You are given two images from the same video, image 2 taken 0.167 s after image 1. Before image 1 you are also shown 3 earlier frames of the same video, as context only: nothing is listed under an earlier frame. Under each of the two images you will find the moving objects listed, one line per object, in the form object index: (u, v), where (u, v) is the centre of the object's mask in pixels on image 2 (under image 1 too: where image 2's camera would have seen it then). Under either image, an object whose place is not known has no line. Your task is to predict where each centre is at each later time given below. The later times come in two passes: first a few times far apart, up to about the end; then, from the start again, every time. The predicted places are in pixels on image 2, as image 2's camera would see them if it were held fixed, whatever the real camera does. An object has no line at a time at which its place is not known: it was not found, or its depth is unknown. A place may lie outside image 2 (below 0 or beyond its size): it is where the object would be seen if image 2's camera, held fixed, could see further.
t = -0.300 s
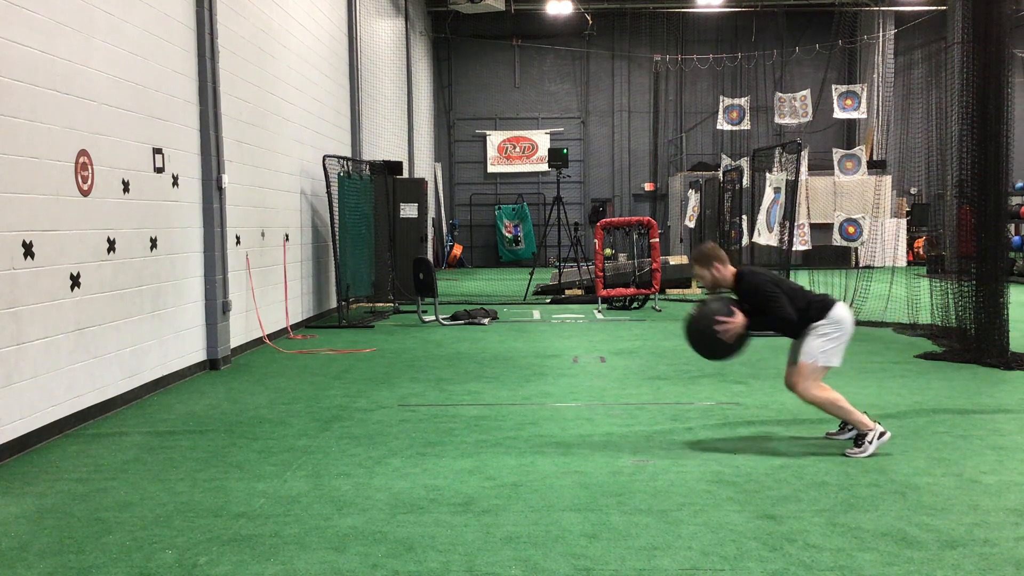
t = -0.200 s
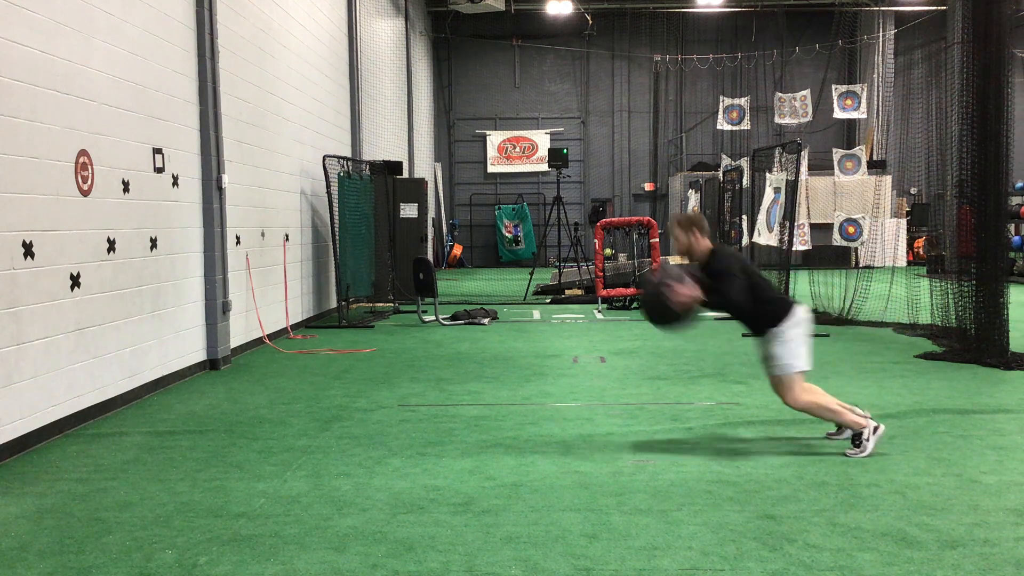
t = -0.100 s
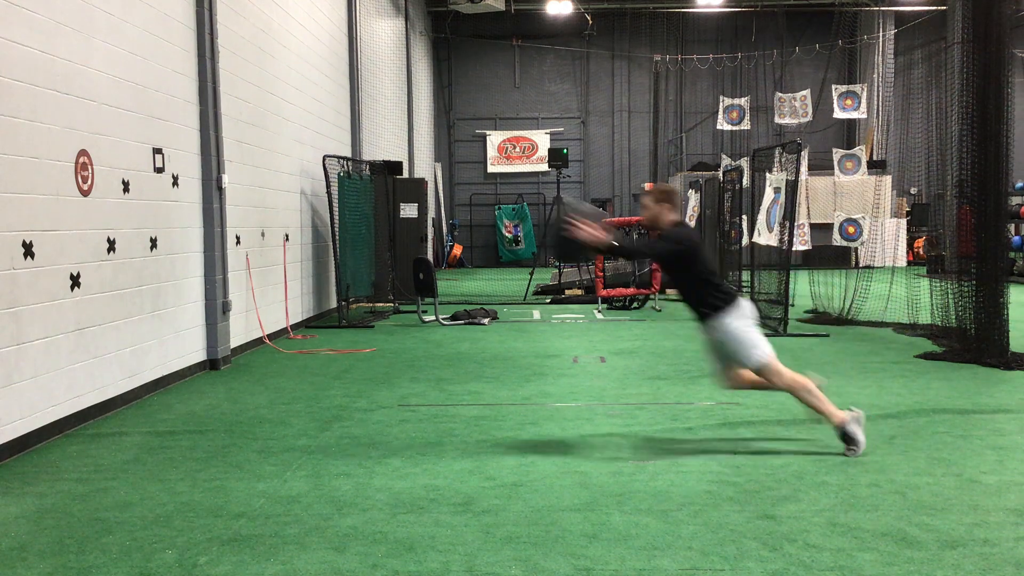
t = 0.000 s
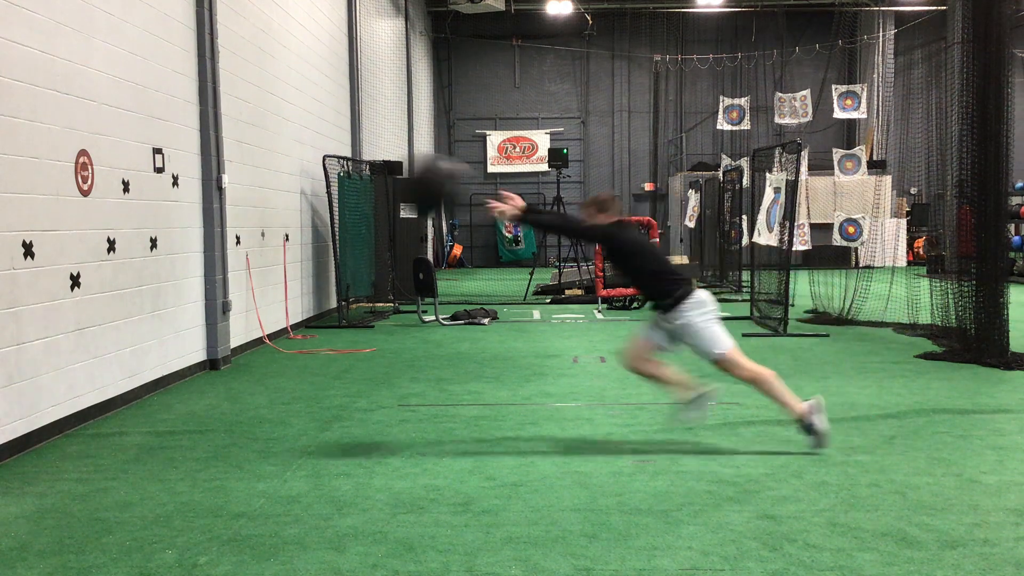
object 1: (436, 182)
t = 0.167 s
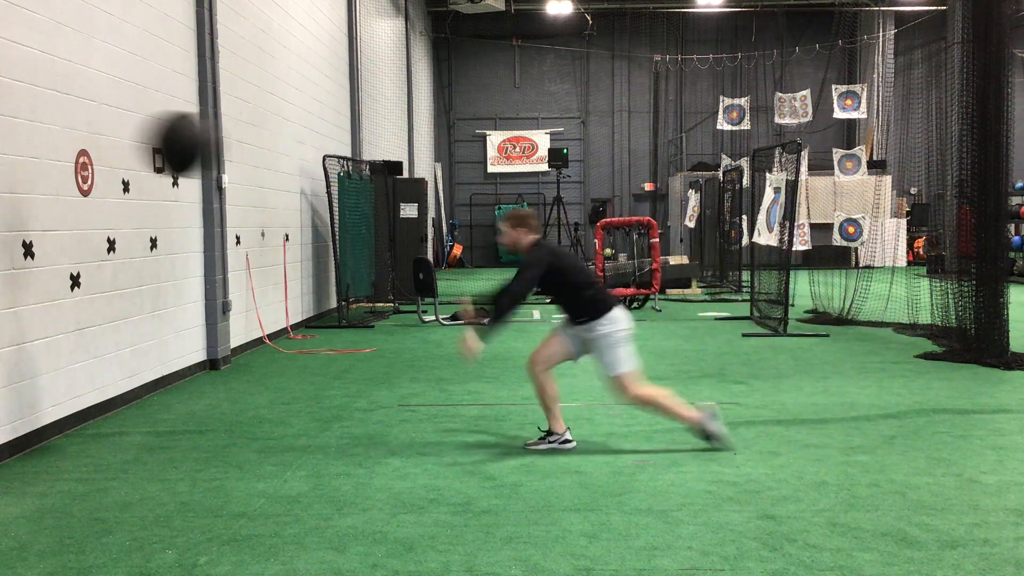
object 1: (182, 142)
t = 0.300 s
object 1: (53, 147)
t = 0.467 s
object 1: (176, 203)
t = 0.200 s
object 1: (130, 140)
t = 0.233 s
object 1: (80, 139)
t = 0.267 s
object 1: (34, 143)
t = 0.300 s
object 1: (53, 147)
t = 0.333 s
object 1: (76, 155)
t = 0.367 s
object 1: (101, 163)
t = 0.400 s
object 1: (125, 174)
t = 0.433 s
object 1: (150, 188)
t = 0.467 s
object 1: (176, 203)
